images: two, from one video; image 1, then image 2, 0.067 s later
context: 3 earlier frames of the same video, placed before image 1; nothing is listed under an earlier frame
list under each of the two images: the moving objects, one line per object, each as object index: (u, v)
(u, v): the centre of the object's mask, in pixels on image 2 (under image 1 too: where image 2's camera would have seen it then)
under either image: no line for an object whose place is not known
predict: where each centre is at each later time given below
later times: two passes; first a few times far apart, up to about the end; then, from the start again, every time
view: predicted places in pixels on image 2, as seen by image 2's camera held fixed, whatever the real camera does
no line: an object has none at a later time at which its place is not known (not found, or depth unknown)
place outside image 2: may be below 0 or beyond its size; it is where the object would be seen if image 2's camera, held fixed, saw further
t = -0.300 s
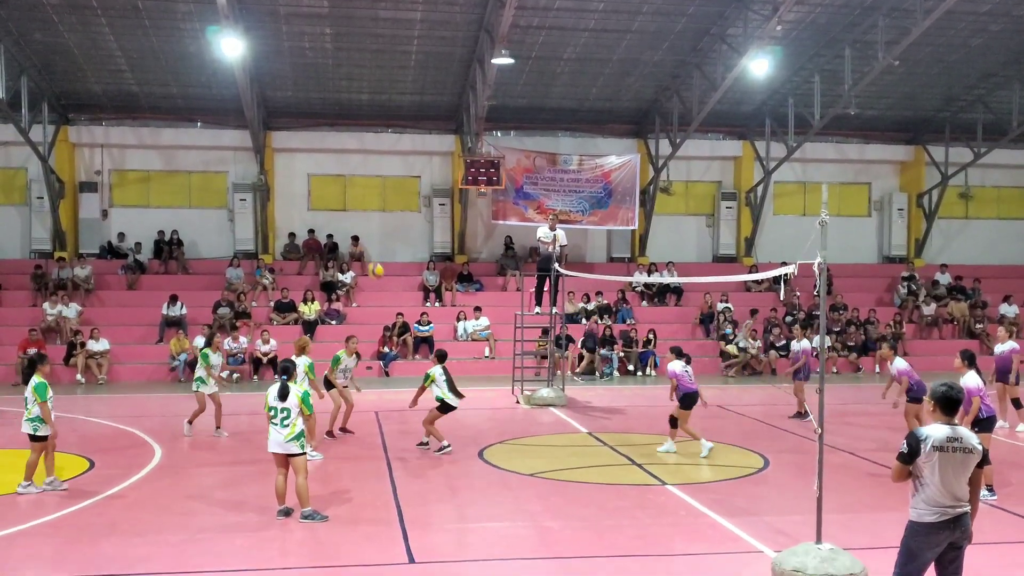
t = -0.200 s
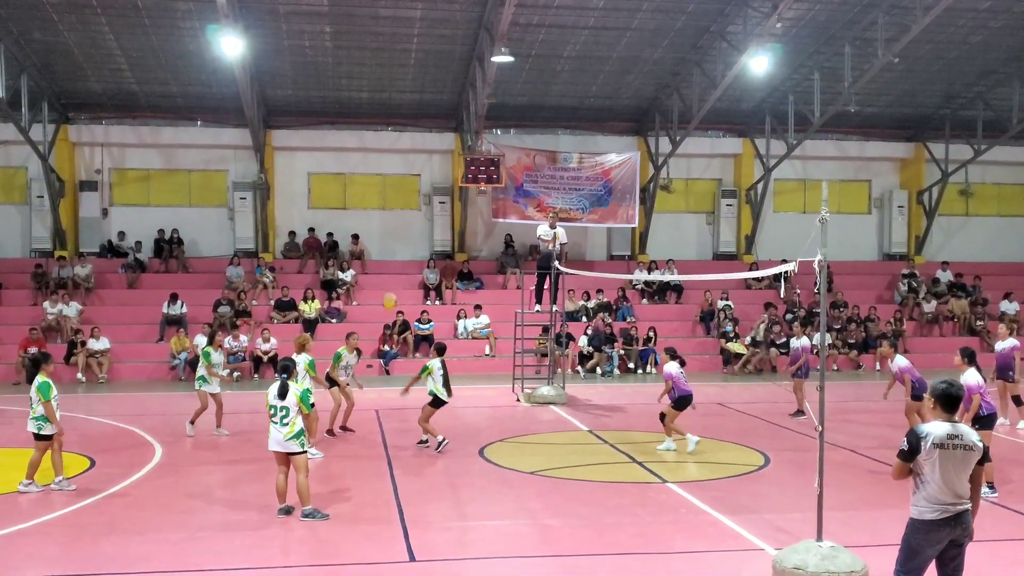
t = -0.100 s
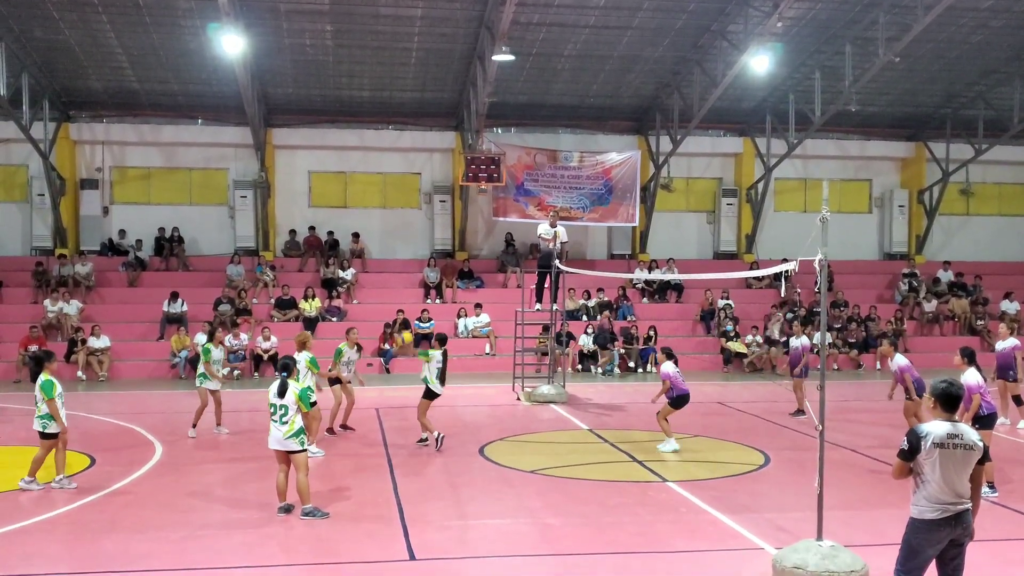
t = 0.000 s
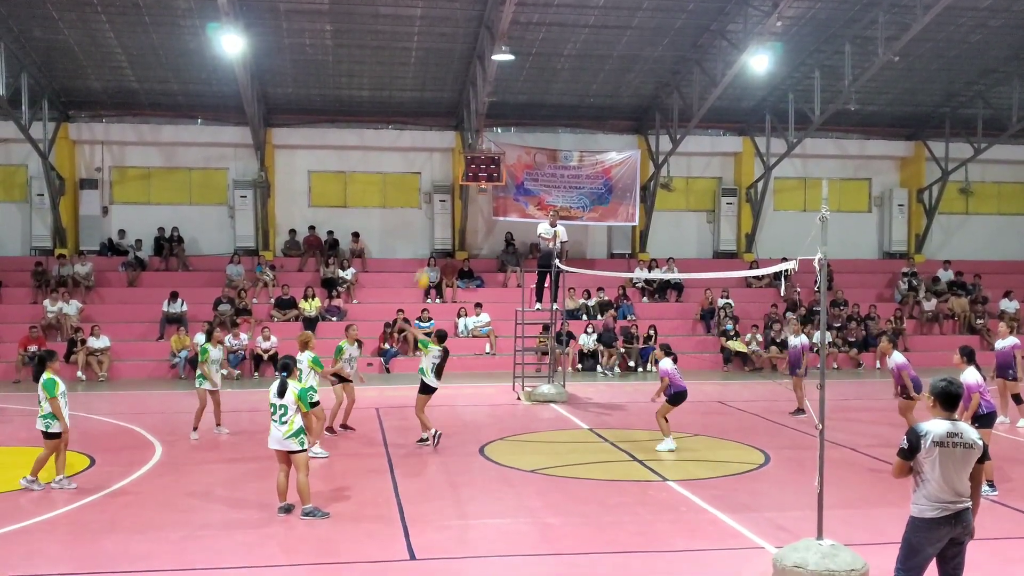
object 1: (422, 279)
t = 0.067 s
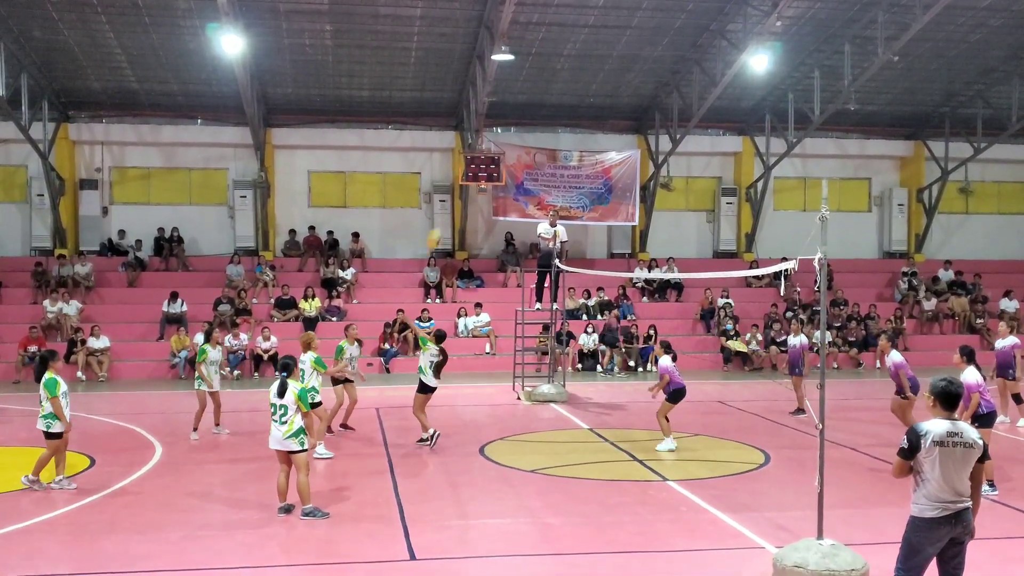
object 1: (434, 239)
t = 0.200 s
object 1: (456, 171)
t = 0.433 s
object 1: (496, 86)
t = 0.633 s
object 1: (528, 49)
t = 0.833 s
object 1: (560, 43)
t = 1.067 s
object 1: (595, 73)
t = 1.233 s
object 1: (618, 118)
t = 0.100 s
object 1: (439, 221)
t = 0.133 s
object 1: (446, 202)
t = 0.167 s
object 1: (450, 186)
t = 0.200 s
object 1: (456, 171)
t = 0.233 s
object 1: (462, 154)
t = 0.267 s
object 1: (467, 142)
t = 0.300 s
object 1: (473, 130)
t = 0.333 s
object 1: (479, 118)
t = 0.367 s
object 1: (485, 107)
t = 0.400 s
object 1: (491, 97)
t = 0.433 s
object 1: (496, 86)
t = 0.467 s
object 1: (502, 78)
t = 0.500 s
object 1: (507, 71)
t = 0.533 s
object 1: (512, 65)
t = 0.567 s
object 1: (518, 58)
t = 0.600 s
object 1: (523, 53)
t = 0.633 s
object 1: (528, 49)
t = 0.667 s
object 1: (534, 46)
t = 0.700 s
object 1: (539, 44)
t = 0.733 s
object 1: (544, 42)
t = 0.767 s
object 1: (550, 42)
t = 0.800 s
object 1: (555, 42)
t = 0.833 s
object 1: (560, 43)
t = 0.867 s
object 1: (565, 45)
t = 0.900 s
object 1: (570, 47)
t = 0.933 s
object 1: (575, 51)
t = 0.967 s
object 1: (581, 55)
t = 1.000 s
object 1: (585, 60)
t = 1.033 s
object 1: (590, 66)
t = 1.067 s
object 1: (595, 73)
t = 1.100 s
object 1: (600, 80)
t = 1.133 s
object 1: (605, 89)
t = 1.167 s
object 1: (609, 98)
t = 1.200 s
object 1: (614, 107)
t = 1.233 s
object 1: (618, 118)
